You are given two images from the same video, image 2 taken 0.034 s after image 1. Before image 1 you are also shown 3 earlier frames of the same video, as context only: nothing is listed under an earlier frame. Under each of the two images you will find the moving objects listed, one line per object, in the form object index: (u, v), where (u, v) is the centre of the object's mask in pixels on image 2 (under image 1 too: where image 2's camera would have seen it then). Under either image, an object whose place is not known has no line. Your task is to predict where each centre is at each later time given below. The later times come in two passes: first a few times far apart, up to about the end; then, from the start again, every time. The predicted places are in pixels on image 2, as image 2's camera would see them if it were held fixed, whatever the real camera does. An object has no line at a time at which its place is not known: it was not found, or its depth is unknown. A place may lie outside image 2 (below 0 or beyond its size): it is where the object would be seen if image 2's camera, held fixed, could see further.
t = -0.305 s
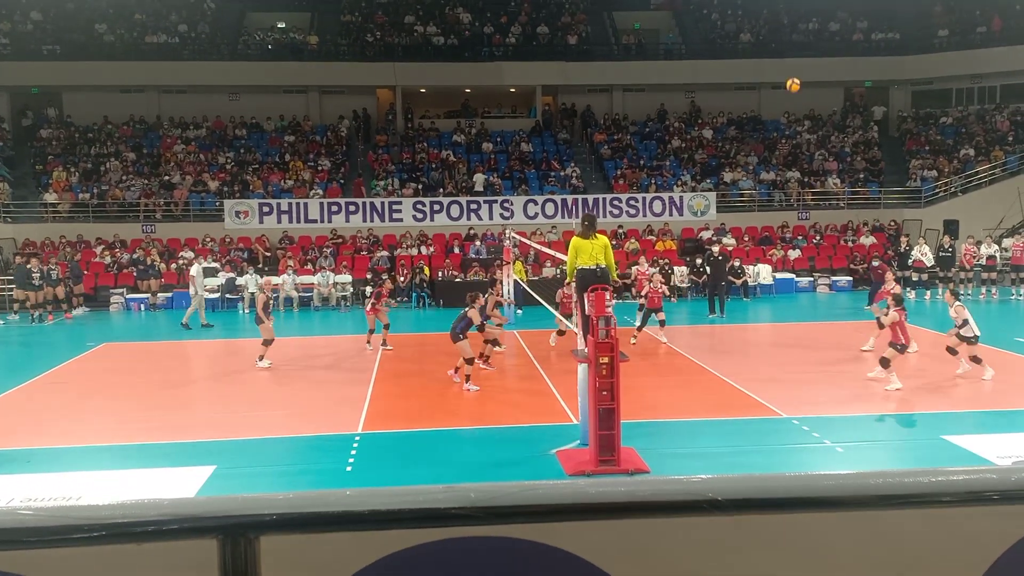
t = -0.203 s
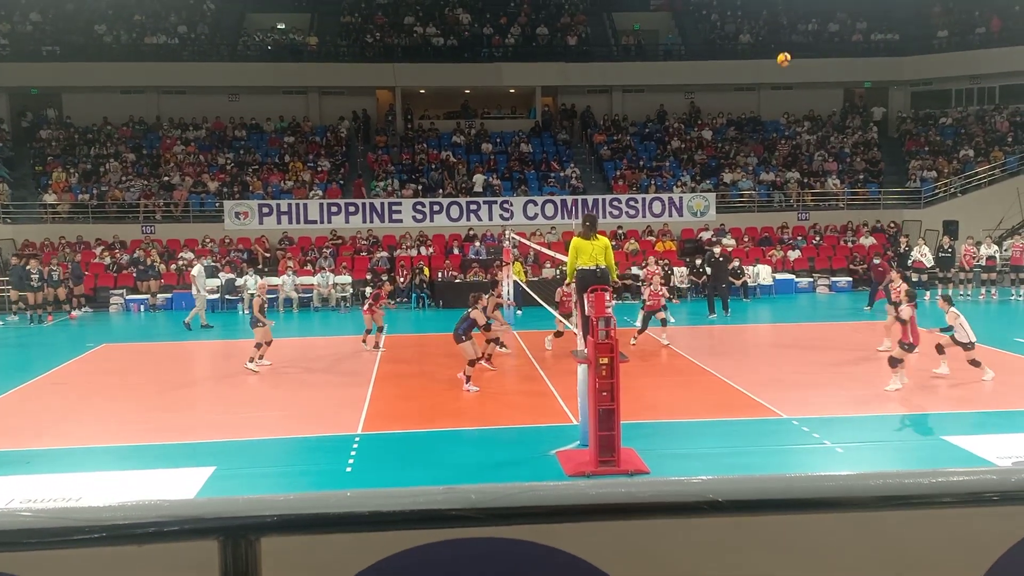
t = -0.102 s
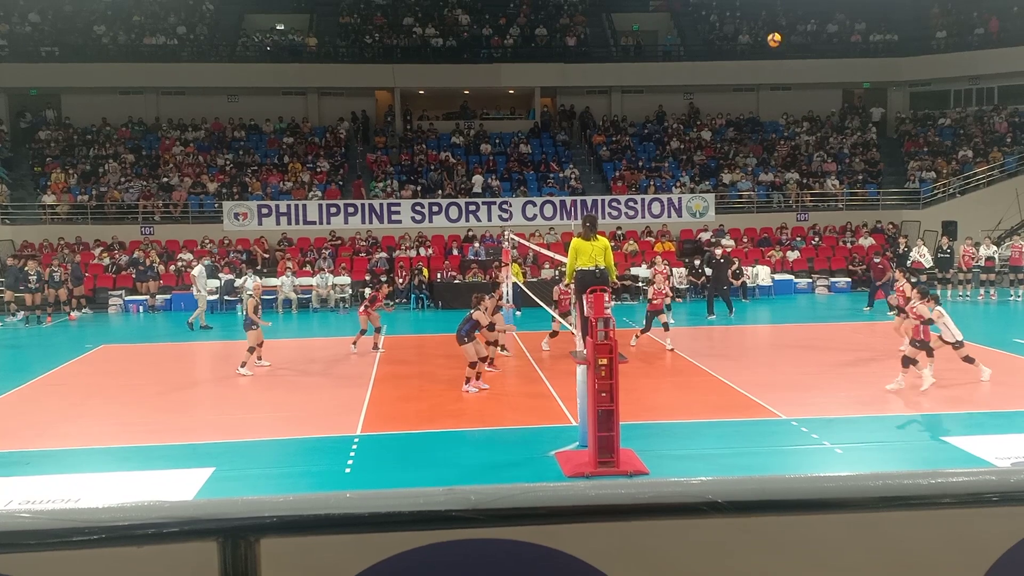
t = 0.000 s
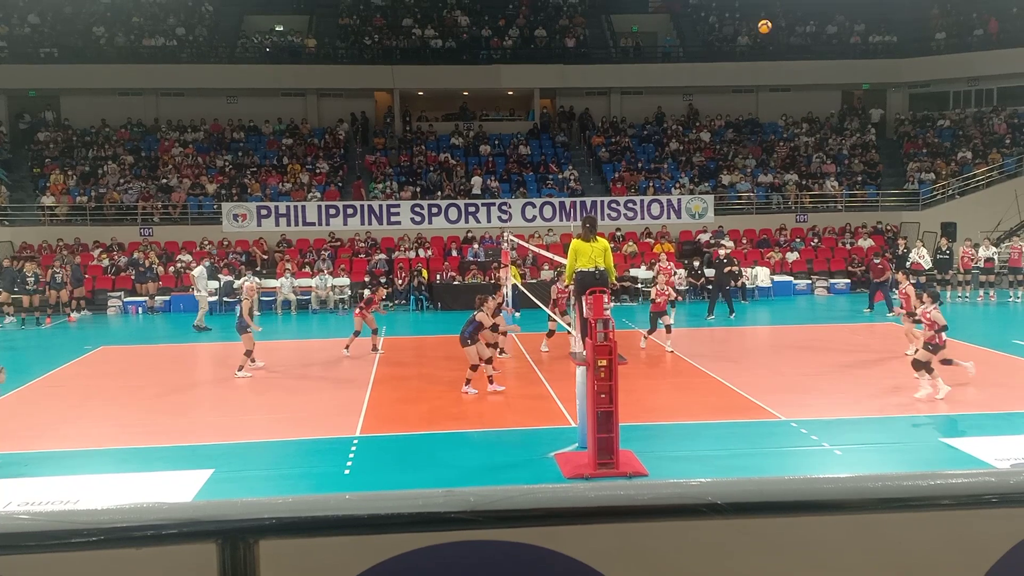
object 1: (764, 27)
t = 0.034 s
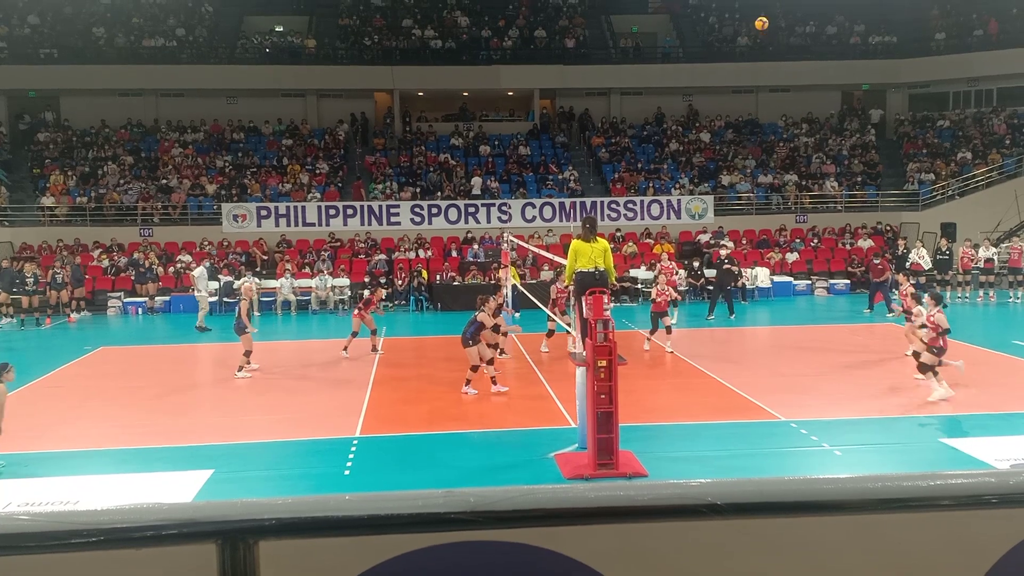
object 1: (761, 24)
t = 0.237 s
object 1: (744, 17)
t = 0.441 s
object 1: (728, 33)
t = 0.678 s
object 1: (709, 81)
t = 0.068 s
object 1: (759, 21)
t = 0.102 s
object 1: (756, 19)
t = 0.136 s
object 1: (753, 17)
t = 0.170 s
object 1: (750, 16)
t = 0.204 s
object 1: (747, 16)
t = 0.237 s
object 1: (744, 17)
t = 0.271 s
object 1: (742, 18)
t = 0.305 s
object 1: (739, 20)
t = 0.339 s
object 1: (736, 22)
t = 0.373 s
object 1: (734, 25)
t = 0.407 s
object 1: (730, 29)
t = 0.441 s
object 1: (728, 33)
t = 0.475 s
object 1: (725, 38)
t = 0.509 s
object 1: (722, 44)
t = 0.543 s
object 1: (720, 50)
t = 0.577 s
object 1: (717, 57)
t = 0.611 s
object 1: (715, 64)
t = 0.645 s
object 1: (712, 72)
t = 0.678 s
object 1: (709, 81)
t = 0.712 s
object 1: (707, 90)
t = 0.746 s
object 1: (704, 100)
